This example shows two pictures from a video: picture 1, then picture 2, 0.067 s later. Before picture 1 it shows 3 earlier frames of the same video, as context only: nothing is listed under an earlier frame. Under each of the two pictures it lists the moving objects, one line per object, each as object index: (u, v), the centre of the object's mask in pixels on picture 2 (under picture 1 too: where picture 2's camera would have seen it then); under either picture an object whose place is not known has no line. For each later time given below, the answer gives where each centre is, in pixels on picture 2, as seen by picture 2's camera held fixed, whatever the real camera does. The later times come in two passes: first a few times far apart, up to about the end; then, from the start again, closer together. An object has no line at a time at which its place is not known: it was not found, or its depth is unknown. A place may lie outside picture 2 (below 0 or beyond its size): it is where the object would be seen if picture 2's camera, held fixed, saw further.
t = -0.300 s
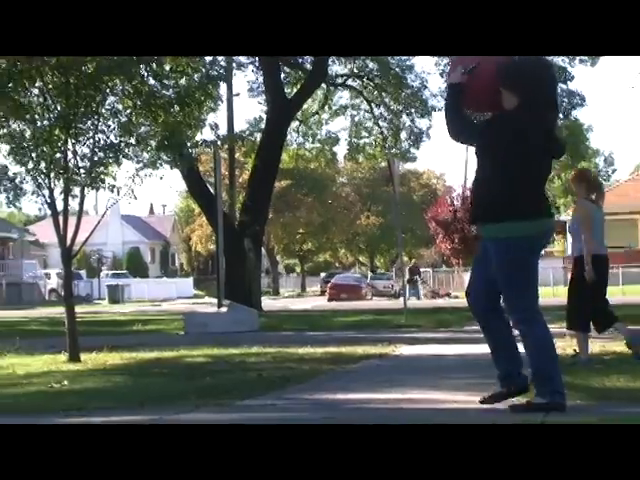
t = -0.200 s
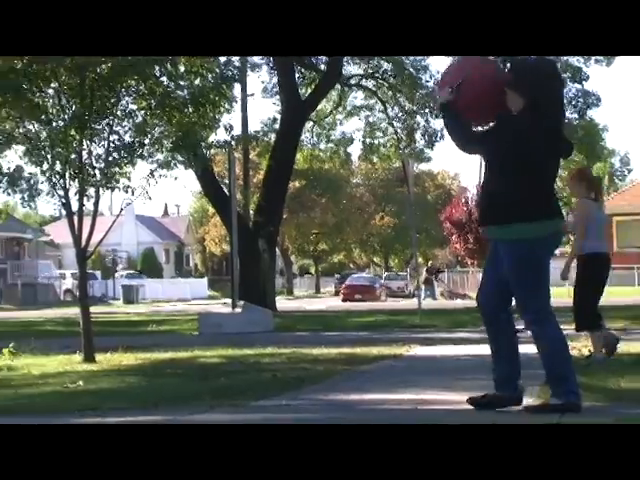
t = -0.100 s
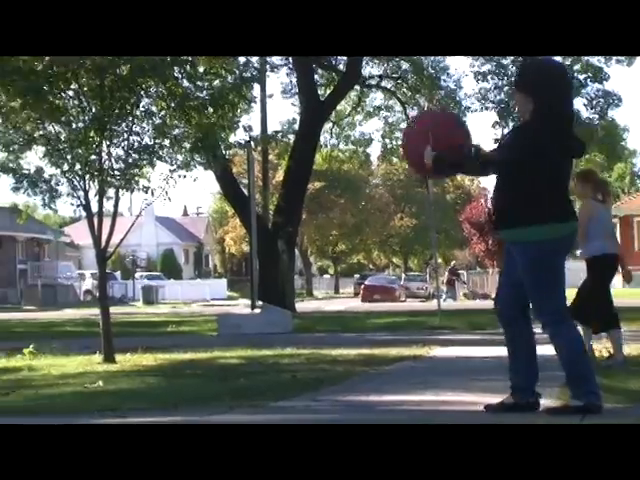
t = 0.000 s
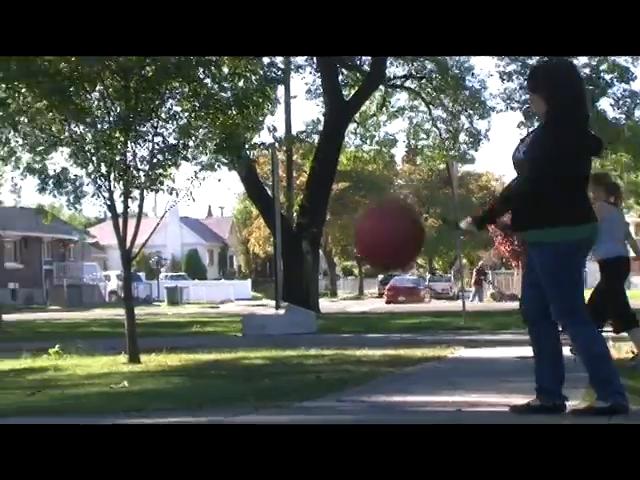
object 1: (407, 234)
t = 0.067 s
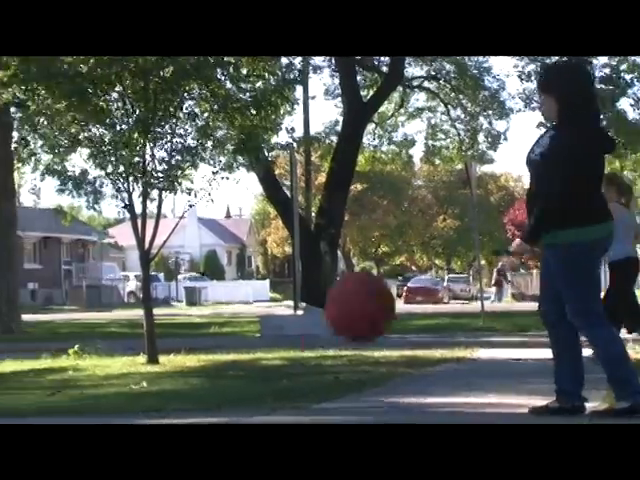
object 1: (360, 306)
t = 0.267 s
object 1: (266, 283)
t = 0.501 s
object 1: (188, 158)
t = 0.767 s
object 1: (107, 150)
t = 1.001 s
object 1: (40, 252)
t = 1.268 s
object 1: (-32, 345)
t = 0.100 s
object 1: (337, 346)
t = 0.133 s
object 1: (313, 385)
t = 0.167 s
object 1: (301, 371)
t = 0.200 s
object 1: (289, 340)
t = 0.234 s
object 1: (277, 309)
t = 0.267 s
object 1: (266, 283)
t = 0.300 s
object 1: (255, 258)
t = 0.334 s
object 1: (243, 236)
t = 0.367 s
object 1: (232, 216)
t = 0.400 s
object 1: (221, 198)
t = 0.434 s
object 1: (210, 182)
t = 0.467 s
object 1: (199, 169)
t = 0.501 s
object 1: (188, 158)
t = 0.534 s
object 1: (178, 150)
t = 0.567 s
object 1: (168, 144)
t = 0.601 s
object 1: (157, 139)
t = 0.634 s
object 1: (147, 137)
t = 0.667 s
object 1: (138, 137)
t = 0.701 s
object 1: (126, 139)
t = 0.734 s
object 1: (117, 142)
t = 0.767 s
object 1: (107, 150)
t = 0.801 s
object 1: (97, 157)
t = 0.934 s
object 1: (58, 212)
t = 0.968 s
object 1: (49, 231)
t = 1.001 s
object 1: (40, 252)
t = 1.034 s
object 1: (31, 272)
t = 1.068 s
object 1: (21, 297)
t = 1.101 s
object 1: (13, 323)
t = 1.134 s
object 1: (6, 353)
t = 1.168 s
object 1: (-3, 384)
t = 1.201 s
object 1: (-12, 394)
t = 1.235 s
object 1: (-22, 370)
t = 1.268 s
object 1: (-32, 345)
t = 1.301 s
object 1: (-42, 324)
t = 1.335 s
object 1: (-52, 303)
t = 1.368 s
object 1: (-62, 287)
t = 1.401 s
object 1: (-71, 273)
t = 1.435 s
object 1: (-81, 259)
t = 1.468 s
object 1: (-90, 249)
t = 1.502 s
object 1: (-99, 244)
